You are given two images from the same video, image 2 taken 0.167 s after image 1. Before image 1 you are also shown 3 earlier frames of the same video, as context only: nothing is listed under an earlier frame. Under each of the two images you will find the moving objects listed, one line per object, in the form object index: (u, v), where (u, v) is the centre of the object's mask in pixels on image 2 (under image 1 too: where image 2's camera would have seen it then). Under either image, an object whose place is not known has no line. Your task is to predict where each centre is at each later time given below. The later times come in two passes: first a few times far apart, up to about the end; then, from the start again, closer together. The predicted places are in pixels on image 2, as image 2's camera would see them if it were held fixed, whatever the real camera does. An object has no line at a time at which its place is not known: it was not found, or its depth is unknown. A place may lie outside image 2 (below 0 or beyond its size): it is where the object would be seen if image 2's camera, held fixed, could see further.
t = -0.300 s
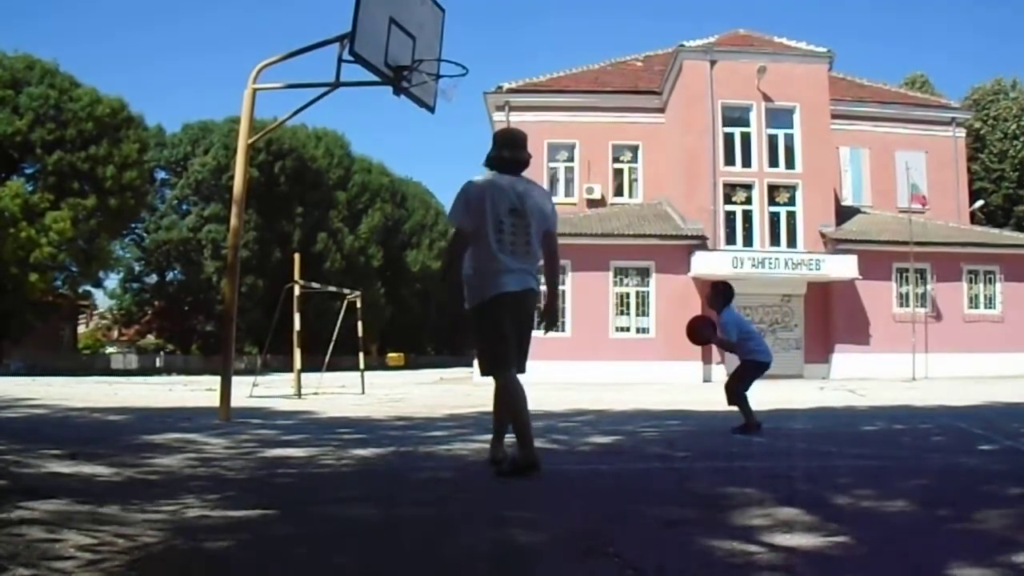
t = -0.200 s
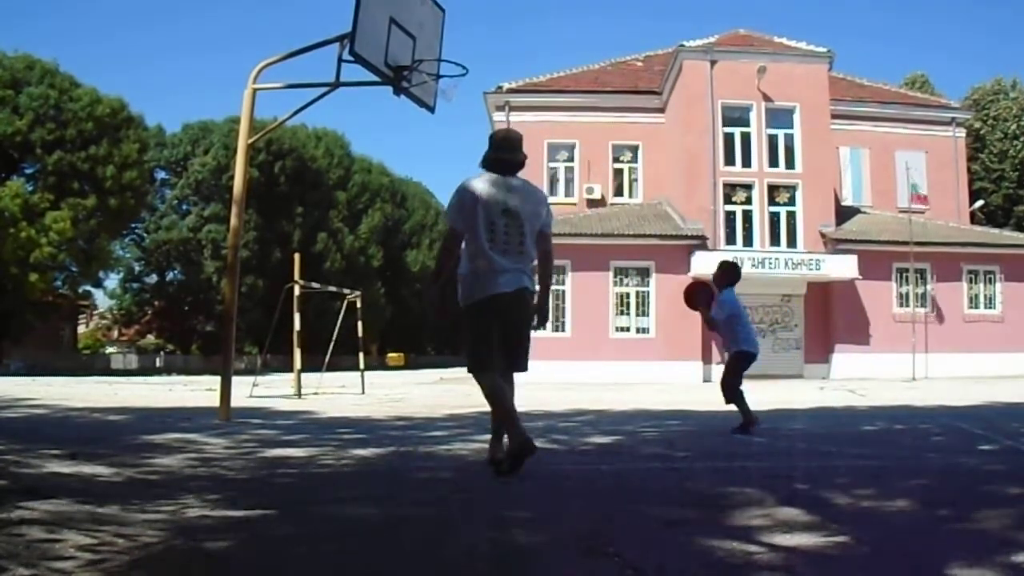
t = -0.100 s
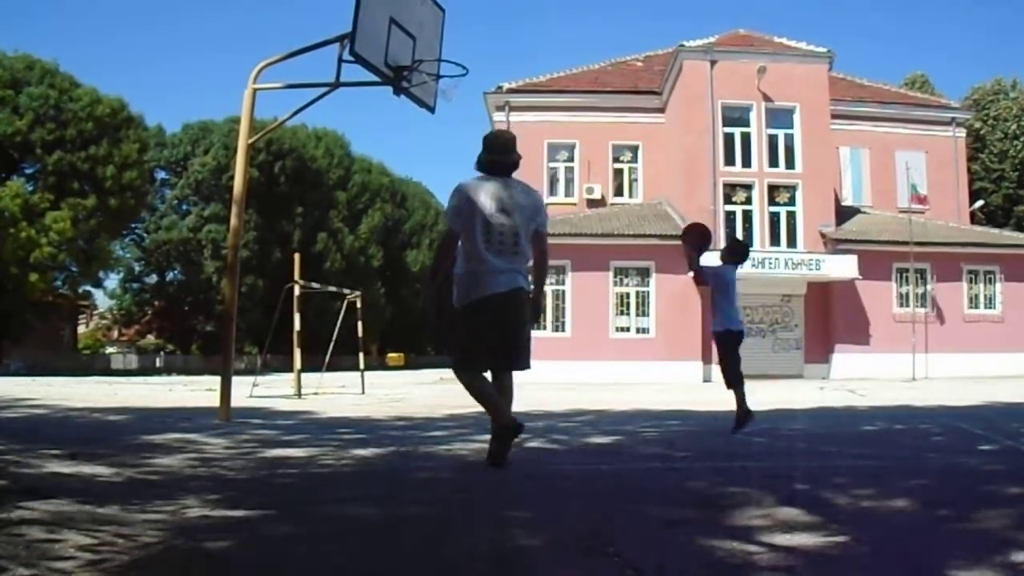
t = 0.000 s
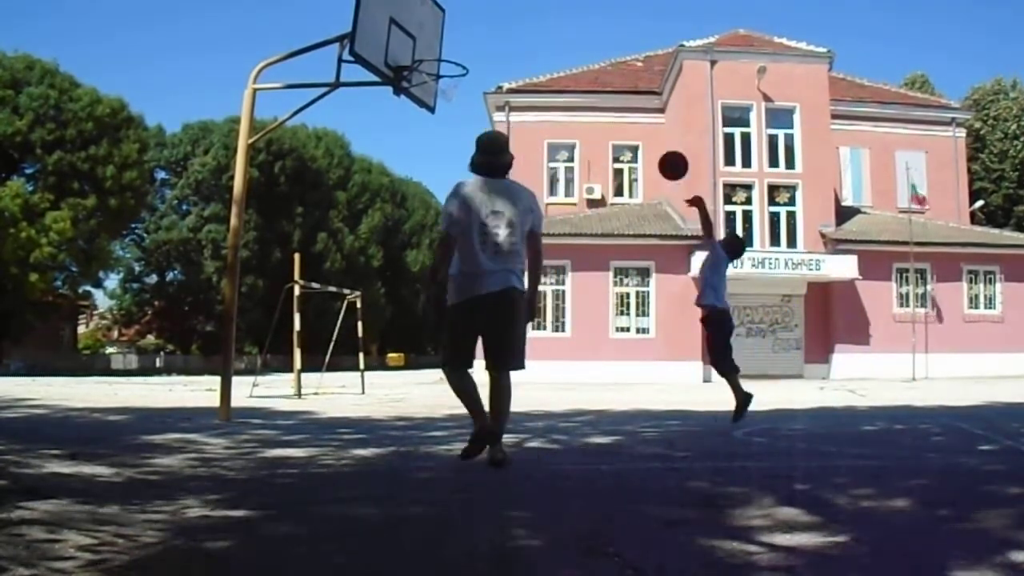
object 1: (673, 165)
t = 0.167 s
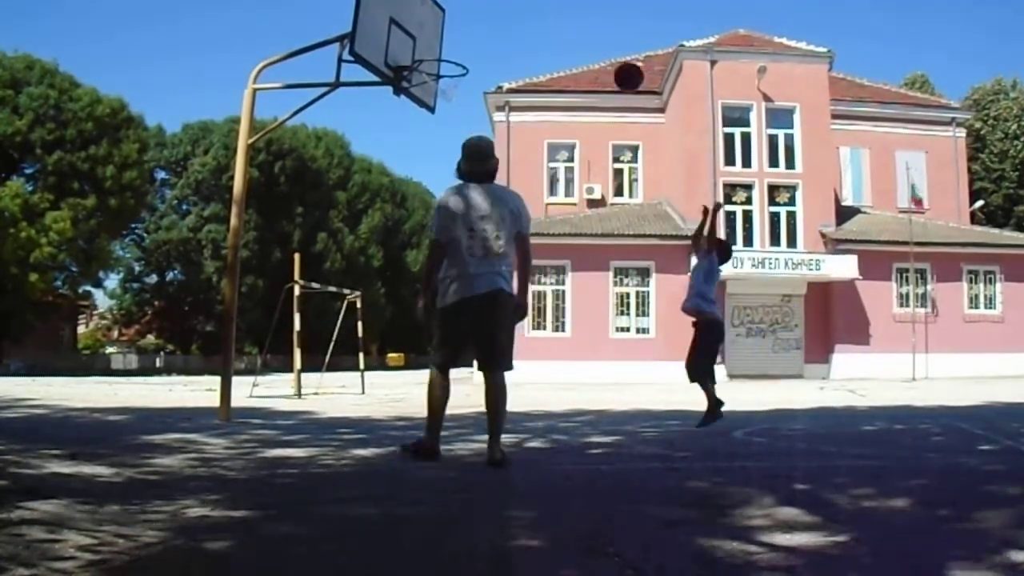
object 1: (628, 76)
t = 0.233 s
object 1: (611, 52)
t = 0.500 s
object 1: (547, 11)
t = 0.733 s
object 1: (493, 38)
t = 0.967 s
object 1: (521, 52)
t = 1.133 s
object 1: (570, 75)
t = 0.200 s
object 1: (620, 64)
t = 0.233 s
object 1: (611, 52)
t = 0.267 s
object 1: (603, 42)
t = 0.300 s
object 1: (595, 34)
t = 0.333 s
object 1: (587, 27)
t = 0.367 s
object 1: (579, 21)
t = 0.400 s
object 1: (570, 16)
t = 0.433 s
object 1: (563, 13)
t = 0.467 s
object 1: (555, 12)
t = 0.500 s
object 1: (547, 11)
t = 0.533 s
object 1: (539, 11)
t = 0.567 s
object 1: (532, 12)
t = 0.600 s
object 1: (524, 15)
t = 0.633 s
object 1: (516, 19)
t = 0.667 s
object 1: (508, 24)
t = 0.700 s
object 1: (501, 30)
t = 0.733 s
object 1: (493, 38)
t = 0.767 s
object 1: (486, 47)
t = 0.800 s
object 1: (477, 57)
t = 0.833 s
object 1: (483, 57)
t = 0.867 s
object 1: (493, 53)
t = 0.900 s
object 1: (502, 52)
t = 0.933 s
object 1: (512, 51)
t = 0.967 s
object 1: (521, 52)
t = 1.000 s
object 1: (531, 54)
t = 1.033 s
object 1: (541, 57)
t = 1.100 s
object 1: (560, 67)
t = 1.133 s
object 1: (570, 75)
